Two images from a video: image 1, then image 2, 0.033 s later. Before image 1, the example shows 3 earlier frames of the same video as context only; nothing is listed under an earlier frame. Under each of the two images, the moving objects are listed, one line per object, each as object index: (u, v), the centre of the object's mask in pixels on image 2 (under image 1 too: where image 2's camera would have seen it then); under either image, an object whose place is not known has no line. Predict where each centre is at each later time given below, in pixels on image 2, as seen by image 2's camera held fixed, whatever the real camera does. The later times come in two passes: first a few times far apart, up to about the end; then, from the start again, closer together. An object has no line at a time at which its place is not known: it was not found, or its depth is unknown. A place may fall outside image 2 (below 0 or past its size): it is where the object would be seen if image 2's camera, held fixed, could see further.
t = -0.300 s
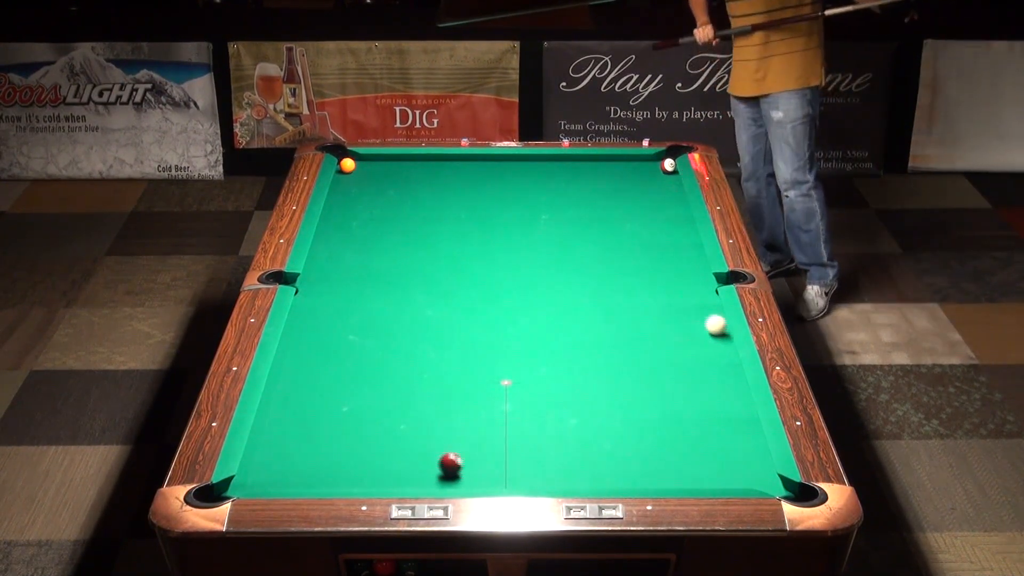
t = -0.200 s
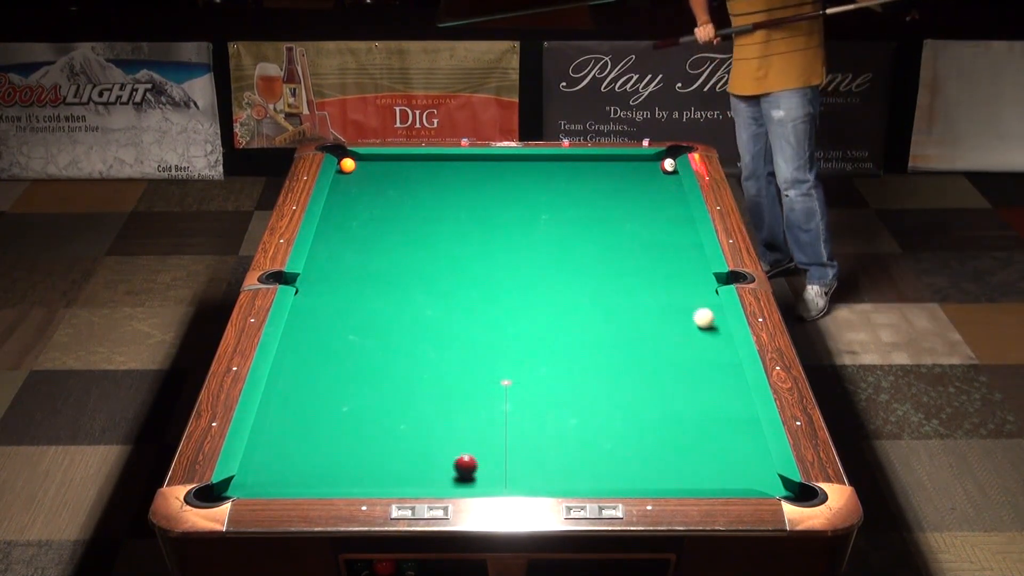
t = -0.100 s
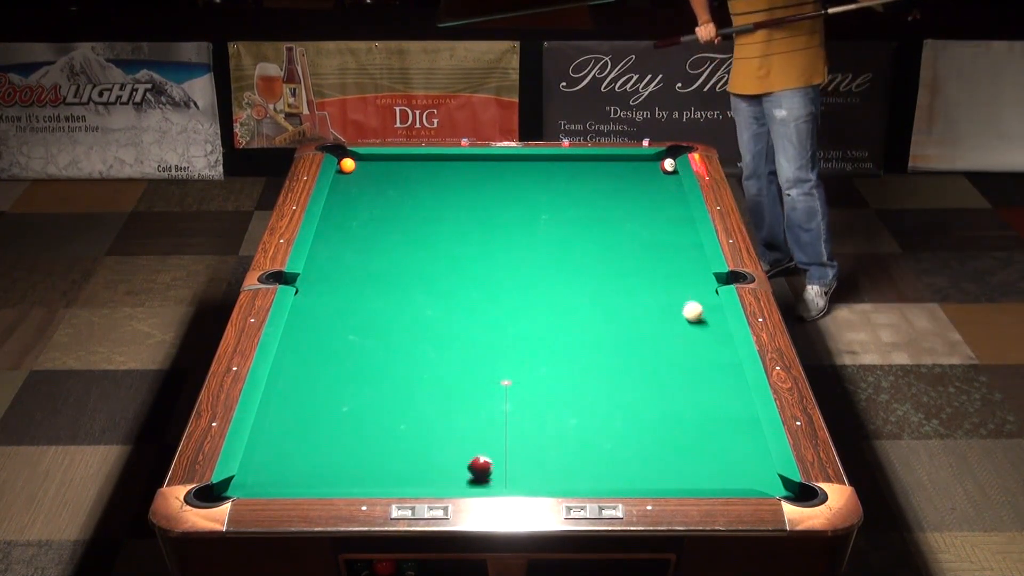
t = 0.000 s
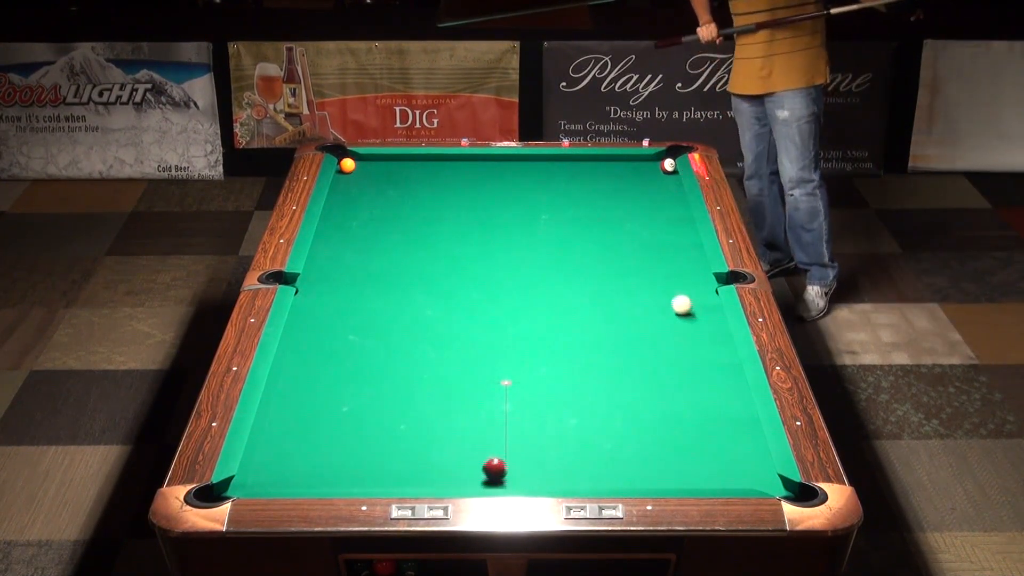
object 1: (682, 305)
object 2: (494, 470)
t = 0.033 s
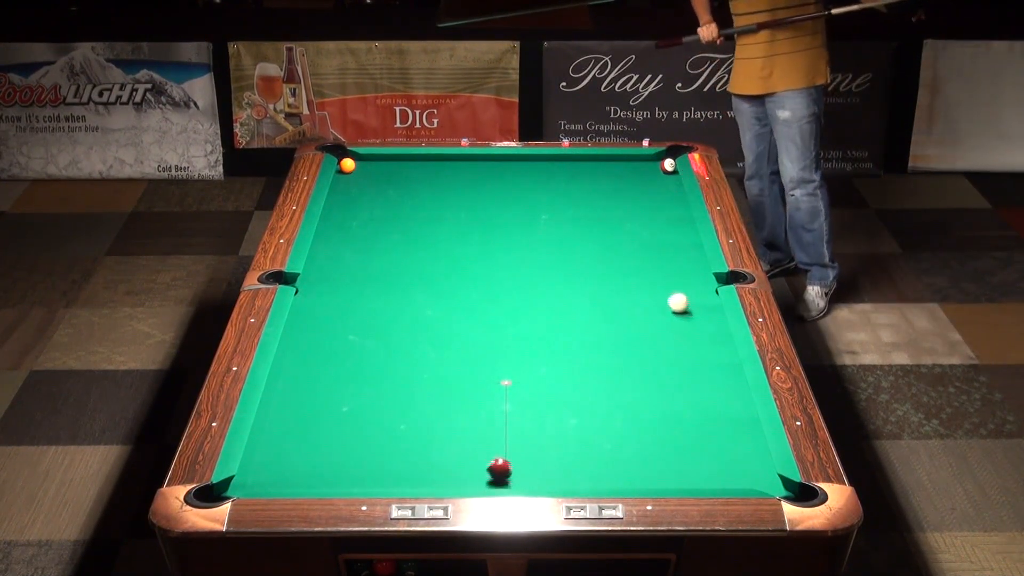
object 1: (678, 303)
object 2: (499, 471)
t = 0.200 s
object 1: (661, 293)
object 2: (522, 473)
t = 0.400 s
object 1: (642, 281)
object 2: (549, 476)
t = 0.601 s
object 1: (624, 270)
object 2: (575, 478)
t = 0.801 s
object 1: (608, 261)
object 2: (599, 479)
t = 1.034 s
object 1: (590, 250)
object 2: (627, 481)
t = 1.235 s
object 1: (575, 241)
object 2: (648, 482)
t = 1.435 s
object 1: (562, 233)
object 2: (664, 481)
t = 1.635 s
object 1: (549, 226)
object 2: (680, 480)
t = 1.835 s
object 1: (538, 219)
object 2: (694, 479)
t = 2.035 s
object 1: (527, 213)
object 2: (707, 479)
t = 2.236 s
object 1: (516, 207)
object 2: (719, 478)
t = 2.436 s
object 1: (506, 201)
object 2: (730, 478)
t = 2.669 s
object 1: (496, 195)
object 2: (741, 478)
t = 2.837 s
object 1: (487, 191)
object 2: (750, 478)
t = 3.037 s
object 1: (479, 186)
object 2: (757, 478)
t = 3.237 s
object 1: (472, 182)
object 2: (764, 477)
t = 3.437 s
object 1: (465, 179)
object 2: (765, 478)
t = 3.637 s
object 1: (458, 175)
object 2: (763, 478)
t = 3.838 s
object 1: (452, 172)
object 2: (761, 478)
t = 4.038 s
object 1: (447, 169)
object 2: (761, 478)
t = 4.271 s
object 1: (440, 166)
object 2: (761, 478)
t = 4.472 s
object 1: (436, 164)
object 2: (761, 478)
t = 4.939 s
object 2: (762, 478)
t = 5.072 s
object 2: (762, 478)
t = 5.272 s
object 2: (762, 478)
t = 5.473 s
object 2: (762, 478)
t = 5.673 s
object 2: (761, 478)
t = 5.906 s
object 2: (761, 478)
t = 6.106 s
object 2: (761, 478)
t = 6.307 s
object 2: (761, 478)
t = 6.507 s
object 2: (762, 478)
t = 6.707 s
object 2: (761, 478)
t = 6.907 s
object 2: (761, 478)
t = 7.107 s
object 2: (761, 478)
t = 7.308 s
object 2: (761, 478)
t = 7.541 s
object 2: (761, 478)
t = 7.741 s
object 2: (761, 478)
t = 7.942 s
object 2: (761, 478)
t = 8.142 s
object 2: (761, 478)
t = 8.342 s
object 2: (761, 478)
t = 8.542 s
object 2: (761, 478)
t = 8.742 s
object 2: (761, 478)
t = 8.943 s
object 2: (761, 478)
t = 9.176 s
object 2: (761, 478)
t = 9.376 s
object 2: (761, 478)
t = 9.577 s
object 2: (761, 478)
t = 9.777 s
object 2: (761, 478)
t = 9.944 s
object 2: (762, 478)
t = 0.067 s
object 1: (675, 301)
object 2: (504, 471)
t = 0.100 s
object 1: (671, 299)
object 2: (508, 472)
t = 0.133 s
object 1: (668, 297)
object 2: (513, 472)
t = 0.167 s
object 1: (664, 295)
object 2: (518, 473)
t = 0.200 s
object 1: (661, 293)
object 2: (522, 473)
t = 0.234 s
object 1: (658, 291)
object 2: (527, 474)
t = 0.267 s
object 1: (655, 289)
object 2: (531, 474)
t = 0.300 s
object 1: (651, 287)
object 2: (536, 475)
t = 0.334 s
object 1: (648, 285)
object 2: (540, 475)
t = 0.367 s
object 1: (645, 283)
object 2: (545, 476)
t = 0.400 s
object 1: (642, 281)
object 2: (549, 476)
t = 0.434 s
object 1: (639, 279)
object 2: (554, 476)
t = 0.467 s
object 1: (636, 278)
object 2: (558, 477)
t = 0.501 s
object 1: (633, 276)
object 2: (562, 477)
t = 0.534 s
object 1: (630, 274)
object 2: (566, 477)
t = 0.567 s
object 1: (627, 272)
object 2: (571, 477)
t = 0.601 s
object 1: (624, 270)
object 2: (575, 478)
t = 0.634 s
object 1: (621, 269)
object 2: (579, 478)
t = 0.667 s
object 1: (618, 267)
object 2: (583, 478)
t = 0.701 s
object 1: (616, 265)
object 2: (587, 479)
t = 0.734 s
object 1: (613, 264)
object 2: (591, 479)
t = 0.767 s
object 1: (610, 262)
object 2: (595, 479)
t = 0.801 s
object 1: (608, 261)
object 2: (599, 479)
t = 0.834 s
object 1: (605, 259)
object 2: (603, 479)
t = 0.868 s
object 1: (602, 257)
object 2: (607, 480)
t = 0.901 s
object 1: (600, 256)
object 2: (611, 480)
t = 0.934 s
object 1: (597, 254)
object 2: (615, 480)
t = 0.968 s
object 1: (595, 253)
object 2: (619, 480)
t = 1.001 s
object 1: (592, 251)
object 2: (623, 481)
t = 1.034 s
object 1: (590, 250)
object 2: (627, 481)
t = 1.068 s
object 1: (587, 248)
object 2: (630, 481)
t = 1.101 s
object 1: (585, 247)
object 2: (634, 482)
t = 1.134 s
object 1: (582, 246)
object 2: (638, 482)
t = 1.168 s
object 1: (580, 244)
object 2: (641, 482)
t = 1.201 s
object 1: (578, 242)
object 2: (645, 482)
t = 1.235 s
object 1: (575, 241)
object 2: (648, 482)
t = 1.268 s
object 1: (573, 240)
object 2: (651, 482)
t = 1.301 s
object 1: (571, 238)
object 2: (654, 481)
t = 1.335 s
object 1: (568, 237)
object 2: (656, 481)
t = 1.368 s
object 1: (566, 236)
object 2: (659, 481)
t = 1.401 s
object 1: (564, 235)
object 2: (662, 481)
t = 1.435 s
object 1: (562, 233)
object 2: (664, 481)
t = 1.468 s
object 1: (560, 232)
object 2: (667, 481)
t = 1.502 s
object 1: (558, 231)
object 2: (670, 481)
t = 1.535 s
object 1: (556, 229)
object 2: (672, 480)
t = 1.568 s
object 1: (553, 228)
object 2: (675, 480)
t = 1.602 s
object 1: (551, 227)
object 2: (677, 480)
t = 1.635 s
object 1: (549, 226)
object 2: (680, 480)
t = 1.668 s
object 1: (547, 224)
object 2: (682, 480)
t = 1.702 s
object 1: (545, 223)
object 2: (685, 480)
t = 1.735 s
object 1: (543, 222)
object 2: (687, 480)
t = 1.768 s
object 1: (541, 221)
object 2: (689, 479)
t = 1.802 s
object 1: (539, 220)
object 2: (692, 479)
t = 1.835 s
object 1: (538, 219)
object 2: (694, 479)
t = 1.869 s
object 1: (536, 218)
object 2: (696, 479)
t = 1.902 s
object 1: (534, 217)
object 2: (698, 479)
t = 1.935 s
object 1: (532, 215)
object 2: (700, 479)
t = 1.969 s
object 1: (530, 214)
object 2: (702, 479)
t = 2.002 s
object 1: (528, 214)
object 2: (705, 479)
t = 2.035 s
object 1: (527, 213)
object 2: (707, 479)
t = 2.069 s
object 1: (525, 212)
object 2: (709, 479)
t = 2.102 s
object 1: (523, 211)
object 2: (711, 478)
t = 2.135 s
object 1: (521, 209)
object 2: (713, 478)
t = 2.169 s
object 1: (519, 209)
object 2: (715, 478)
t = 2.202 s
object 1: (518, 207)
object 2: (717, 478)
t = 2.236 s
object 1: (516, 207)
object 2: (719, 478)
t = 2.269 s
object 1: (514, 206)
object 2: (721, 478)
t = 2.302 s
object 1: (513, 205)
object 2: (722, 478)
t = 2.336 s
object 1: (511, 204)
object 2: (724, 478)
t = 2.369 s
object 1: (510, 203)
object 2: (726, 478)
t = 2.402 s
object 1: (508, 202)
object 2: (728, 478)
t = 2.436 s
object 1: (506, 201)
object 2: (730, 478)
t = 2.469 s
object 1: (505, 200)
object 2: (731, 478)
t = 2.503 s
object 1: (503, 199)
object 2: (733, 478)
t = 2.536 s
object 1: (502, 199)
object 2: (735, 478)
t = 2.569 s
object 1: (500, 198)
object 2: (736, 478)
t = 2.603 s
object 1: (499, 197)
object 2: (738, 478)
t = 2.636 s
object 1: (497, 196)
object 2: (740, 478)
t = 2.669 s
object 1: (496, 195)
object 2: (741, 478)
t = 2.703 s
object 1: (494, 195)
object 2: (742, 478)
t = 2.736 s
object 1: (493, 194)
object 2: (744, 478)
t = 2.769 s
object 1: (491, 193)
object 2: (746, 477)
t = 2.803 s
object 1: (489, 191)
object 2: (748, 477)
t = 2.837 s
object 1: (487, 191)
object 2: (750, 478)
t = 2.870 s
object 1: (486, 190)
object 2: (751, 478)
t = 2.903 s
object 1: (485, 189)
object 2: (753, 478)
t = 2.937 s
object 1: (483, 189)
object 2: (754, 478)
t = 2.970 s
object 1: (482, 188)
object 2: (755, 477)
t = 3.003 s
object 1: (480, 187)
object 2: (756, 478)
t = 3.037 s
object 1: (479, 186)
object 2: (757, 478)
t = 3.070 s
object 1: (478, 185)
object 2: (759, 478)
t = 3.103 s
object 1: (477, 185)
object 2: (759, 478)
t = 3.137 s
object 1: (475, 184)
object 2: (760, 478)
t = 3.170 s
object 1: (474, 184)
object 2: (761, 478)
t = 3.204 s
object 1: (473, 183)
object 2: (763, 477)
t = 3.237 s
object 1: (472, 182)
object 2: (764, 477)
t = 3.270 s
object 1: (470, 182)
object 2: (764, 477)
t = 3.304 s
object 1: (469, 181)
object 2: (765, 477)
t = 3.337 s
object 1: (468, 180)
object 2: (766, 477)
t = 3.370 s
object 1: (467, 180)
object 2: (765, 477)
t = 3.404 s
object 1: (466, 179)
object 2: (765, 478)
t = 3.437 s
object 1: (465, 179)
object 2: (765, 478)
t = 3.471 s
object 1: (463, 178)
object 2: (764, 478)
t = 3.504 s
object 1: (462, 177)
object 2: (764, 478)
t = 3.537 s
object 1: (461, 177)
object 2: (764, 478)
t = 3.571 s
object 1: (460, 176)
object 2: (763, 478)
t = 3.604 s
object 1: (459, 176)
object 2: (763, 478)
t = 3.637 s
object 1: (458, 175)
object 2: (763, 478)
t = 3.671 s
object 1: (457, 175)
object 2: (763, 478)
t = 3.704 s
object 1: (456, 174)
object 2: (762, 478)
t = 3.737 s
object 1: (455, 174)
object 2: (762, 478)
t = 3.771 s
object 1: (454, 173)
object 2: (762, 478)
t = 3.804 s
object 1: (453, 172)
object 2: (762, 478)
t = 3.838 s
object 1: (452, 172)
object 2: (761, 478)
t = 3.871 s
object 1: (451, 171)
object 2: (761, 478)
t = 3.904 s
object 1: (450, 171)
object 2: (761, 478)
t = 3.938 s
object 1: (449, 170)
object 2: (761, 478)
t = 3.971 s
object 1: (448, 170)
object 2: (761, 478)
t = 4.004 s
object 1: (447, 170)
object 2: (761, 478)
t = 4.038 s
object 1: (447, 169)
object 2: (761, 478)
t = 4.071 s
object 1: (446, 169)
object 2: (761, 478)
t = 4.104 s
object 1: (445, 168)
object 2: (761, 478)
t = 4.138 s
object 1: (444, 168)
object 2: (761, 478)
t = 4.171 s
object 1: (443, 167)
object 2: (761, 478)
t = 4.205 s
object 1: (442, 167)
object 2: (761, 478)
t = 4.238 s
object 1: (441, 166)
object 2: (761, 478)
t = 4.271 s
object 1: (440, 166)
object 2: (761, 478)
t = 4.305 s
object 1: (440, 166)
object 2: (761, 478)
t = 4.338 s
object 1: (439, 165)
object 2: (761, 478)
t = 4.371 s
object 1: (438, 165)
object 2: (761, 478)
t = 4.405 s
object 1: (437, 165)
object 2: (761, 478)
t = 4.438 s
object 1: (436, 164)
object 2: (761, 478)
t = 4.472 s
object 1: (436, 164)
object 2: (761, 478)
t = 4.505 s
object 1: (435, 164)
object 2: (761, 478)
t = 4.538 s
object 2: (761, 478)
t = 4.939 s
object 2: (762, 478)
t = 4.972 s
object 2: (762, 478)
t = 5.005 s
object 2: (762, 478)
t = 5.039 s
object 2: (762, 478)
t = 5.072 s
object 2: (762, 478)
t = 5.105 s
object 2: (762, 478)
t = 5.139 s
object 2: (762, 478)
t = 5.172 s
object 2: (762, 478)
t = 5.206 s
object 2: (762, 478)
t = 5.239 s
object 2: (762, 478)
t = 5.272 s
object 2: (762, 478)
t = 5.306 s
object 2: (762, 478)
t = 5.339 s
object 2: (762, 478)
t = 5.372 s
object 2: (762, 478)
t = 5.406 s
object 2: (762, 478)
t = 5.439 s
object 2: (762, 478)
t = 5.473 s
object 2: (762, 478)
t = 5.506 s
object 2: (762, 478)
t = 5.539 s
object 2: (762, 477)
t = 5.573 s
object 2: (762, 478)
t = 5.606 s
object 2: (761, 478)
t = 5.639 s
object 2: (762, 478)
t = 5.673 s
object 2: (761, 478)
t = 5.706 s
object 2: (761, 478)
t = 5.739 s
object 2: (761, 478)
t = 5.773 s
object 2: (761, 478)
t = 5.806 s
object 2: (761, 478)
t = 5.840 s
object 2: (761, 478)
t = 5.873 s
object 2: (761, 478)
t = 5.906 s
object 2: (761, 478)
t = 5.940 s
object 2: (761, 478)
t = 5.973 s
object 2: (761, 478)
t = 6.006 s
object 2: (761, 478)
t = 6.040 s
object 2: (761, 478)
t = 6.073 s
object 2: (761, 478)
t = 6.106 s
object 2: (761, 478)
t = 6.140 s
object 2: (761, 478)
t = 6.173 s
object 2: (761, 478)
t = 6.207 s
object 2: (761, 478)
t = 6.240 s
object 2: (761, 478)
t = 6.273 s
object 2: (761, 478)
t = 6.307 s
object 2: (761, 478)
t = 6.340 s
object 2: (761, 478)
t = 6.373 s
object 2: (762, 478)
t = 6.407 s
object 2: (761, 478)
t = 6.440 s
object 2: (761, 478)
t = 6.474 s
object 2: (761, 478)
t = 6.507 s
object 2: (762, 478)
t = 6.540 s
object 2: (762, 478)
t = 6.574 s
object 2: (762, 478)
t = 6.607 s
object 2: (761, 478)
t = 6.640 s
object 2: (761, 478)
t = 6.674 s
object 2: (761, 478)
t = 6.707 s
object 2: (761, 478)
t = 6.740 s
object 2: (761, 478)
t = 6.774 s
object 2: (761, 478)
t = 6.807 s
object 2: (761, 478)
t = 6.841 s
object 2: (761, 478)
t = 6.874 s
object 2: (761, 478)
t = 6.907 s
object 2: (761, 478)
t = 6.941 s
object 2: (761, 478)
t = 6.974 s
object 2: (761, 478)
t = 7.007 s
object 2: (761, 478)
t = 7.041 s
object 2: (761, 478)
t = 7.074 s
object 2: (761, 478)
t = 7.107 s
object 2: (761, 478)
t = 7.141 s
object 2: (761, 478)
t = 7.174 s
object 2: (761, 478)
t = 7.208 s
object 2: (761, 478)
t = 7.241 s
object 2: (761, 478)
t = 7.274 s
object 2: (761, 478)
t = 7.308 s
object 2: (761, 478)
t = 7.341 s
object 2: (761, 478)
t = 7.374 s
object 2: (761, 478)
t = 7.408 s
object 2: (761, 478)
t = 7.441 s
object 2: (761, 478)
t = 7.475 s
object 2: (761, 478)
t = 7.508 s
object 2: (761, 478)
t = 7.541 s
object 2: (761, 478)
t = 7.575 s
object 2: (761, 478)
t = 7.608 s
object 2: (761, 478)
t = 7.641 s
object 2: (761, 478)
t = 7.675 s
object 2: (761, 478)
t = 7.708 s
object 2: (761, 478)
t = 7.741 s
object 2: (761, 478)
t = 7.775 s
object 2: (761, 478)
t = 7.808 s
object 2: (761, 478)
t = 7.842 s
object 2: (761, 478)
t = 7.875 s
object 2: (761, 478)
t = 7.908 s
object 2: (761, 478)
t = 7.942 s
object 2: (761, 478)
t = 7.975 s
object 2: (761, 478)
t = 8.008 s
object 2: (761, 478)
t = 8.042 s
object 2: (761, 478)
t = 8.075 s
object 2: (761, 478)
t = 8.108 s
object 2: (761, 478)
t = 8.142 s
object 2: (761, 478)
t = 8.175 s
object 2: (761, 478)
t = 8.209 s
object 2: (761, 478)
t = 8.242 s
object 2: (761, 478)
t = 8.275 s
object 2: (761, 478)
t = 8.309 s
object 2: (761, 478)
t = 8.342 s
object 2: (761, 478)
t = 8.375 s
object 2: (761, 478)
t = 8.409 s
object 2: (761, 478)
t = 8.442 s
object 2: (761, 478)
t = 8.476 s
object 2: (761, 478)
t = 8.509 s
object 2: (761, 478)
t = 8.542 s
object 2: (761, 478)
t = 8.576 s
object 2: (761, 478)
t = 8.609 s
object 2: (761, 478)
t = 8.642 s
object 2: (761, 478)
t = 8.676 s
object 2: (761, 478)
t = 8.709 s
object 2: (761, 478)
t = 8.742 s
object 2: (761, 478)
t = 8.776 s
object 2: (761, 478)
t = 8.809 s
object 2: (761, 478)
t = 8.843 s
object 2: (761, 478)
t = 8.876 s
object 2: (761, 478)
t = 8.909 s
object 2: (761, 478)
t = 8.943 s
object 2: (761, 478)
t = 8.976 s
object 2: (761, 478)
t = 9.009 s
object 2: (761, 478)
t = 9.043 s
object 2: (761, 478)
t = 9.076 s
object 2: (761, 478)
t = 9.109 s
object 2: (761, 478)
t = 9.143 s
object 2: (761, 478)
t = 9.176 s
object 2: (761, 478)
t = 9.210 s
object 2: (761, 478)
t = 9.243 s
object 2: (761, 478)
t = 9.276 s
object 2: (761, 478)
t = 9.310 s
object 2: (761, 478)
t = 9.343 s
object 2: (761, 478)
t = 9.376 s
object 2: (761, 478)
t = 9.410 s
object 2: (761, 478)
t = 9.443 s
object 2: (761, 478)
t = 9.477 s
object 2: (761, 478)
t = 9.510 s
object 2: (761, 478)
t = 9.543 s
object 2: (761, 478)
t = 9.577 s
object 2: (761, 478)
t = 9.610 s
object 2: (761, 478)
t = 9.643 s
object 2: (761, 478)
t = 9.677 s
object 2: (761, 478)
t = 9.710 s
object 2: (761, 478)
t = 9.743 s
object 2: (761, 478)
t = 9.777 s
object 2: (761, 478)
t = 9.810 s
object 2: (761, 478)
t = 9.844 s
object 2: (761, 478)
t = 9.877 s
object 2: (761, 478)
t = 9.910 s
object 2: (761, 478)
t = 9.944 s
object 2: (762, 478)
